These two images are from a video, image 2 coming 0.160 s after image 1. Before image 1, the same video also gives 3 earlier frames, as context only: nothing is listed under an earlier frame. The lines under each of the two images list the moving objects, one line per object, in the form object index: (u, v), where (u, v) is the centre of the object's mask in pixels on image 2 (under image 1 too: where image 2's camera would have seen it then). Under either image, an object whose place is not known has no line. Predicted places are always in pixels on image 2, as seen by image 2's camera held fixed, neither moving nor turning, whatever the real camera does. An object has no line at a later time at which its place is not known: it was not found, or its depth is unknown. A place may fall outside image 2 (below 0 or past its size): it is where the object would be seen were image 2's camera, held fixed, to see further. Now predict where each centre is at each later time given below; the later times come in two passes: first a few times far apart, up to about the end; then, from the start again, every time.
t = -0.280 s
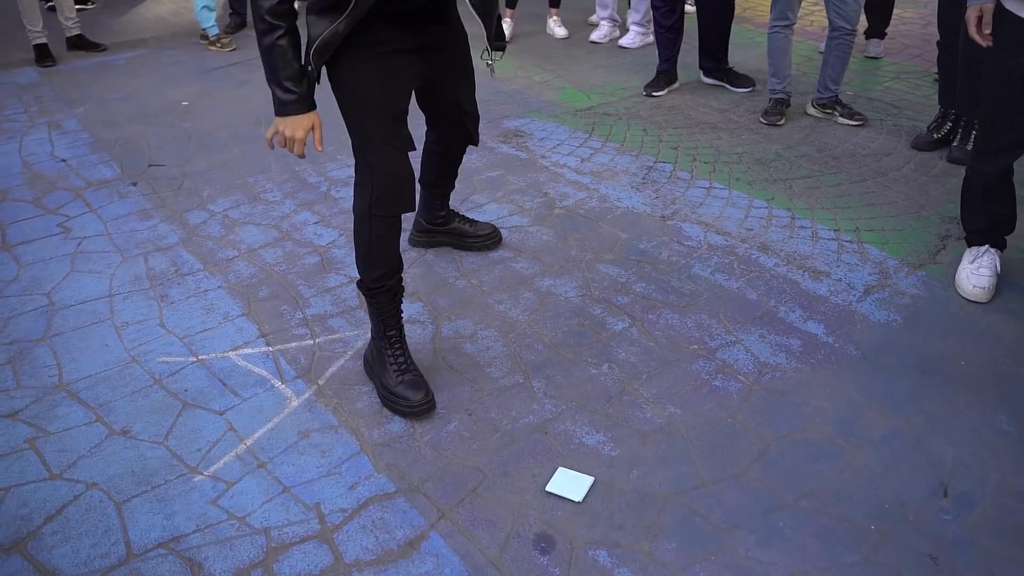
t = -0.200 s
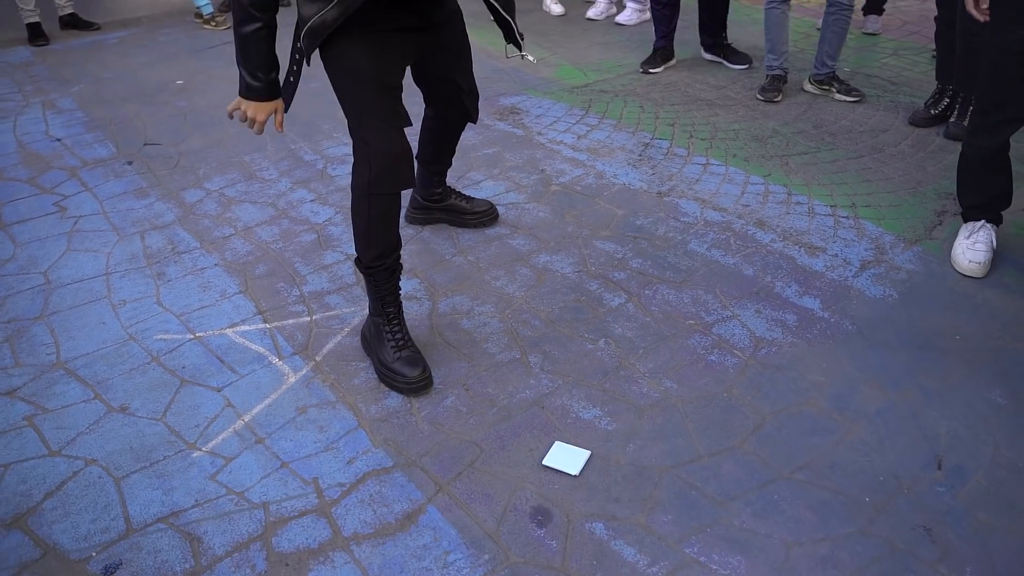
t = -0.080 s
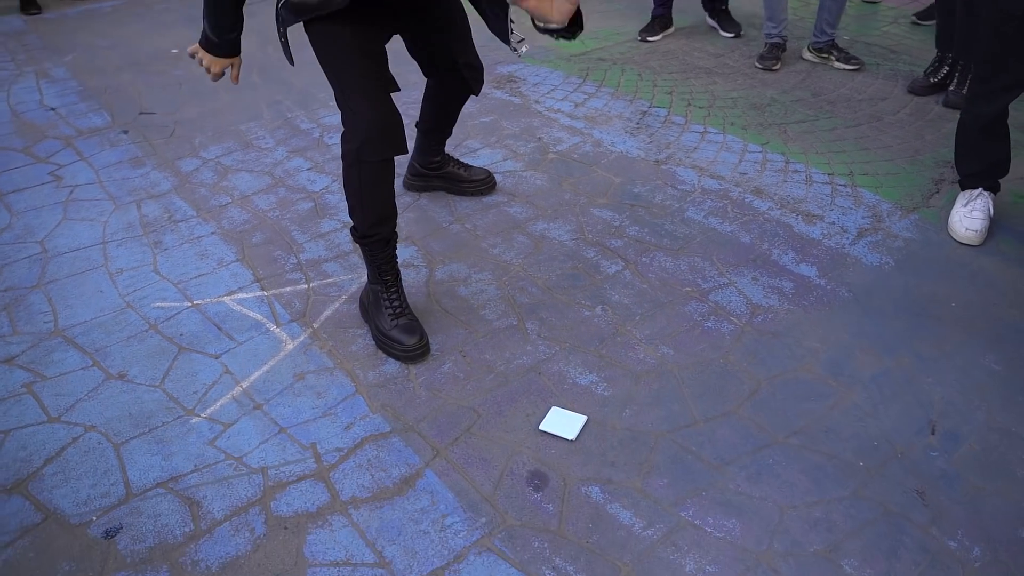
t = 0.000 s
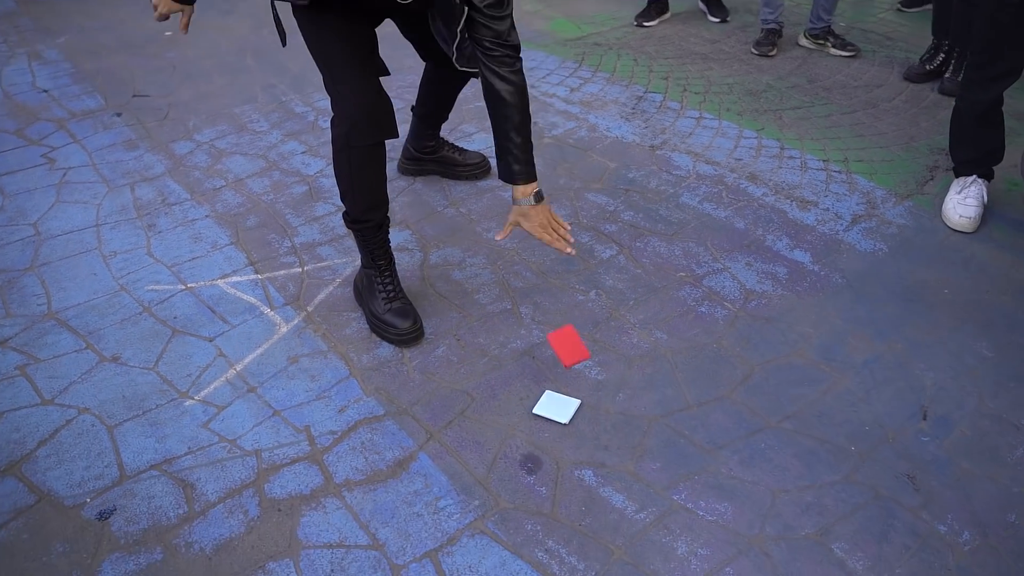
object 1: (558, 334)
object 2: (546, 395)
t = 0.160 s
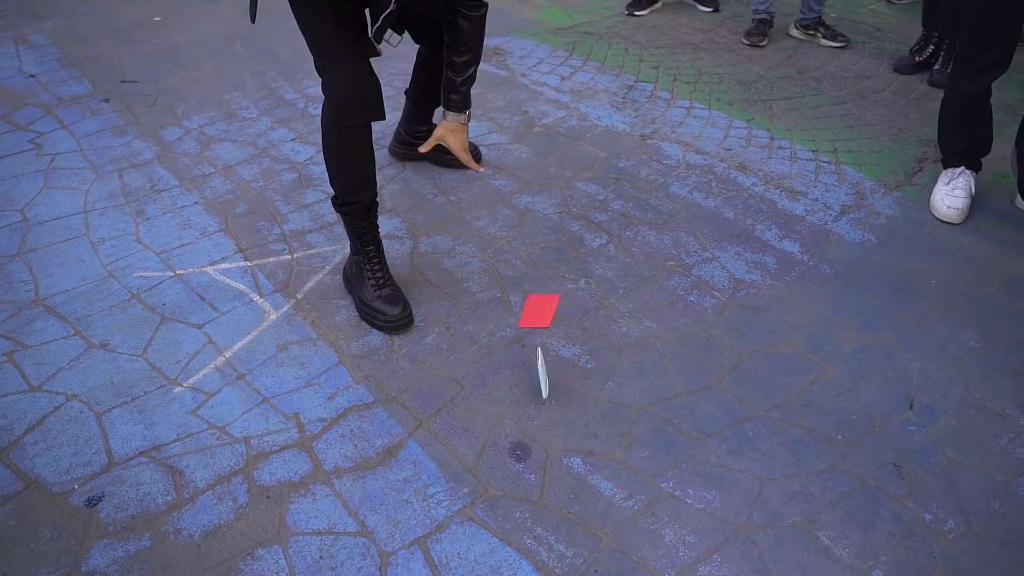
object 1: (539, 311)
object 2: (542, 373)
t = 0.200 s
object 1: (533, 307)
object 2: (540, 378)
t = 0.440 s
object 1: (504, 328)
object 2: (531, 395)
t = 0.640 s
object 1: (502, 333)
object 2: (531, 395)
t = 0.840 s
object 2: (531, 395)
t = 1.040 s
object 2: (531, 394)
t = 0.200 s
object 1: (533, 307)
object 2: (540, 378)
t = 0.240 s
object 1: (526, 308)
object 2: (535, 384)
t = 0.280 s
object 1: (519, 314)
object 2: (531, 395)
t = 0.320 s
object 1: (513, 327)
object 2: (531, 394)
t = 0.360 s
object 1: (509, 327)
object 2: (532, 395)
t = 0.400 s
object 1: (507, 325)
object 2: (531, 395)
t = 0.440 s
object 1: (504, 328)
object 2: (531, 395)
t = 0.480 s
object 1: (502, 334)
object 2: (531, 395)
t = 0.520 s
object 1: (501, 332)
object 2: (531, 395)
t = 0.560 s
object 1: (500, 332)
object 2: (531, 395)
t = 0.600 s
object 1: (501, 335)
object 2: (531, 395)
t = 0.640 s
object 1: (502, 333)
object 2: (531, 395)
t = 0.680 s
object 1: (503, 333)
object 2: (531, 395)
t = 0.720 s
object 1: (503, 336)
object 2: (531, 395)
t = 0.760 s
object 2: (531, 395)
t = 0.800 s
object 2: (532, 395)
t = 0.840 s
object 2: (531, 395)
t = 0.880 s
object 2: (532, 395)
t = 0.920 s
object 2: (532, 394)
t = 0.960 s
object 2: (532, 394)
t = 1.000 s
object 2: (532, 394)
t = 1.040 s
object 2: (531, 394)
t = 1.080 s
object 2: (531, 394)
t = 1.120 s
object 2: (531, 393)
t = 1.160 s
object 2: (531, 393)
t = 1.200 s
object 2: (531, 393)
